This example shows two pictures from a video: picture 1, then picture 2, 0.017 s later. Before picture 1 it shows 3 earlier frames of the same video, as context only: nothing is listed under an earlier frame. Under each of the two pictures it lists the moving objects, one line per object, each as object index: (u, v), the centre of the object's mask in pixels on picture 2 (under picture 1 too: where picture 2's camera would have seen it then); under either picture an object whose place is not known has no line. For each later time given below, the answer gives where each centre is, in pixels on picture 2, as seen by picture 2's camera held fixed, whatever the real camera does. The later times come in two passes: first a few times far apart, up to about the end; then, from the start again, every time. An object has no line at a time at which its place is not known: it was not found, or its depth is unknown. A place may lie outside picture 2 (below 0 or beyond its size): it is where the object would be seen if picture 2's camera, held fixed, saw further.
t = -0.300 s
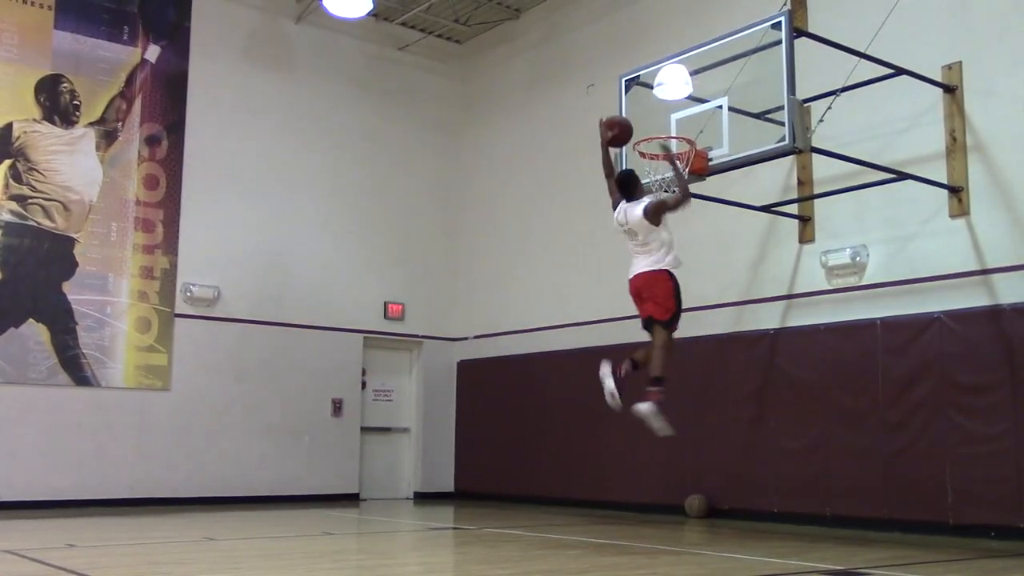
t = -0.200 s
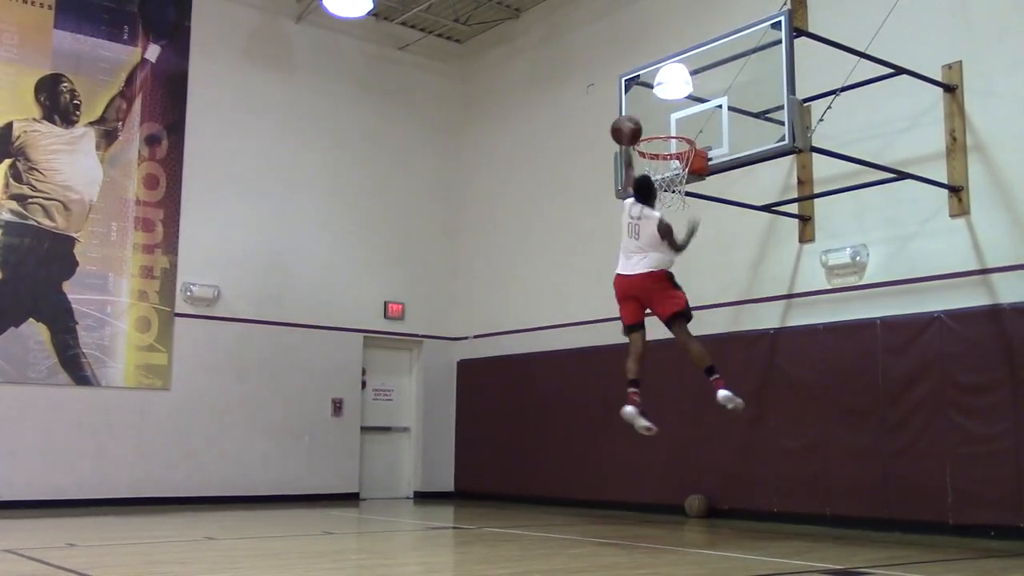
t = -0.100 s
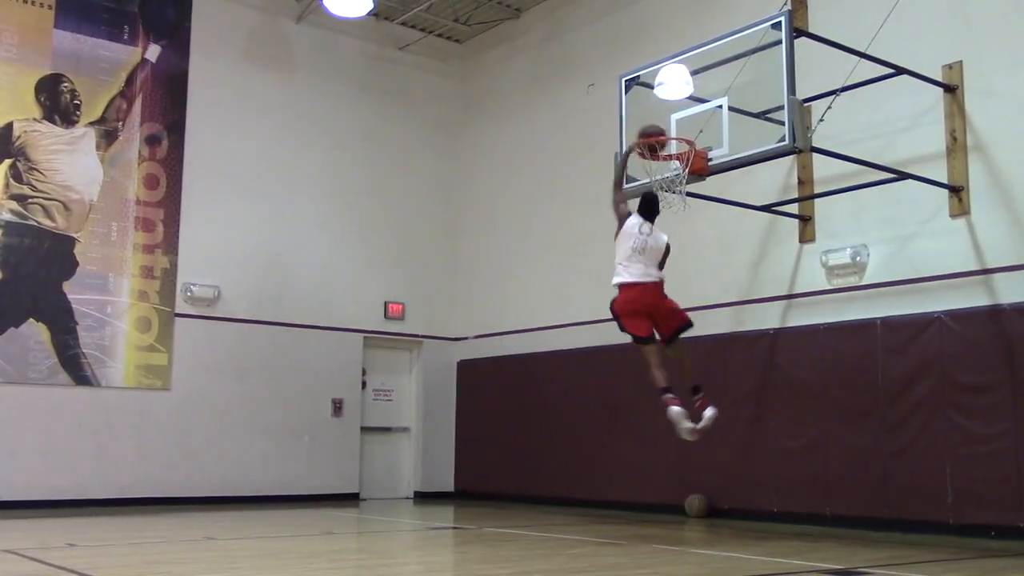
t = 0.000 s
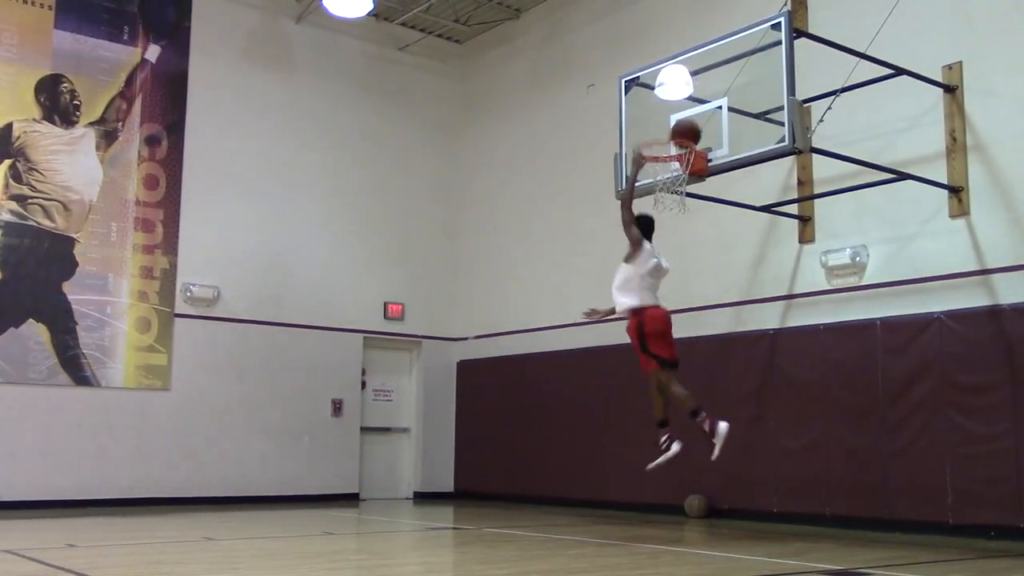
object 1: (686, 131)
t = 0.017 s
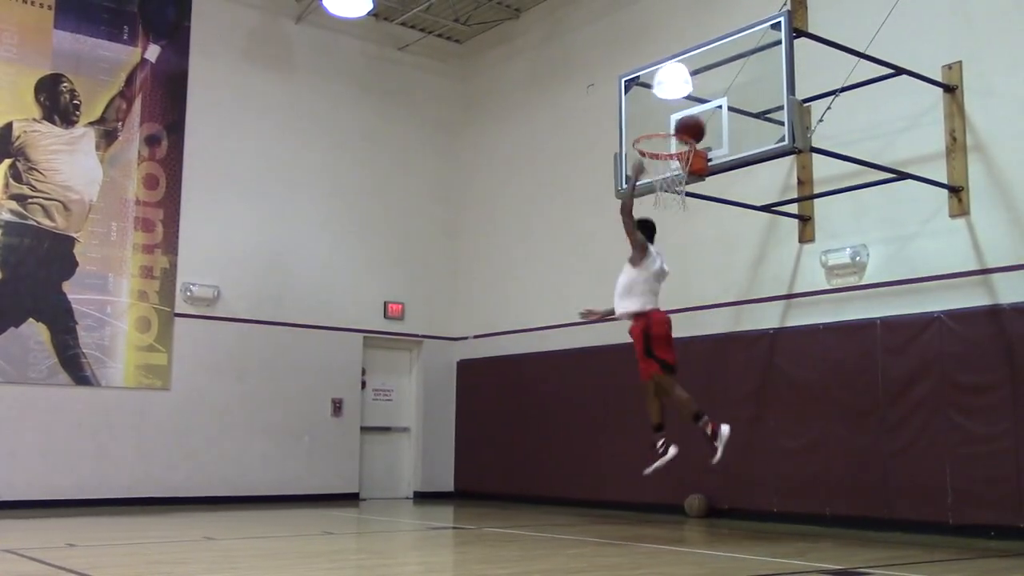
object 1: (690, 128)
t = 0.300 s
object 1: (758, 100)
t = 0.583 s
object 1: (820, 150)
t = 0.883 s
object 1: (904, 355)
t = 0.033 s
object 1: (694, 126)
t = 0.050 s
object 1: (699, 124)
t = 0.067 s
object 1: (703, 121)
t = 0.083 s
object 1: (708, 119)
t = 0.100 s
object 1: (712, 116)
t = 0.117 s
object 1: (716, 115)
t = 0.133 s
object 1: (721, 113)
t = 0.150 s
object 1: (726, 112)
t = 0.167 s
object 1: (731, 111)
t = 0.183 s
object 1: (736, 110)
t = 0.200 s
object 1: (740, 108)
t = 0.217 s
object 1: (742, 106)
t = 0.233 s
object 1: (746, 104)
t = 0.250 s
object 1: (749, 103)
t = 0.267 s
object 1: (752, 101)
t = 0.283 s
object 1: (755, 101)
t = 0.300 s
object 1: (758, 100)
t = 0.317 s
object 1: (761, 100)
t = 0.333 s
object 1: (764, 100)
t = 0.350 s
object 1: (767, 101)
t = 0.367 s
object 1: (771, 102)
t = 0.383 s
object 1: (774, 104)
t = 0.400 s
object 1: (777, 104)
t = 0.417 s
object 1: (782, 107)
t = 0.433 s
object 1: (785, 110)
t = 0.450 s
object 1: (789, 113)
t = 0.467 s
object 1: (792, 116)
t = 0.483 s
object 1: (796, 119)
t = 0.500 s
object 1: (800, 125)
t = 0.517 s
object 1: (804, 129)
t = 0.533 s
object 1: (809, 134)
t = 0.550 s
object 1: (812, 139)
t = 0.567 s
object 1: (816, 144)
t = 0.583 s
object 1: (820, 150)
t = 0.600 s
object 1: (823, 157)
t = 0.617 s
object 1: (828, 165)
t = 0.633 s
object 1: (831, 172)
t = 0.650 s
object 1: (836, 180)
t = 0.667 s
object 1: (839, 189)
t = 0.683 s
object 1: (844, 199)
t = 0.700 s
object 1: (849, 209)
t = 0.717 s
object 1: (853, 218)
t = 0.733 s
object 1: (858, 229)
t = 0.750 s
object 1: (863, 240)
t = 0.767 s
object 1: (867, 252)
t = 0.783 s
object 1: (872, 264)
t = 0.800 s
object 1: (877, 278)
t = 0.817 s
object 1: (882, 292)
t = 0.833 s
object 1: (888, 308)
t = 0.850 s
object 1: (893, 324)
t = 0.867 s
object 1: (899, 338)
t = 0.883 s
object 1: (904, 355)
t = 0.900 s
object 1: (910, 374)
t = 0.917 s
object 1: (916, 387)
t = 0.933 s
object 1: (923, 408)
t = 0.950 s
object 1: (926, 427)
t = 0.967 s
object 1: (931, 446)
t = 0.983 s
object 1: (937, 467)
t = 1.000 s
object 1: (941, 492)
